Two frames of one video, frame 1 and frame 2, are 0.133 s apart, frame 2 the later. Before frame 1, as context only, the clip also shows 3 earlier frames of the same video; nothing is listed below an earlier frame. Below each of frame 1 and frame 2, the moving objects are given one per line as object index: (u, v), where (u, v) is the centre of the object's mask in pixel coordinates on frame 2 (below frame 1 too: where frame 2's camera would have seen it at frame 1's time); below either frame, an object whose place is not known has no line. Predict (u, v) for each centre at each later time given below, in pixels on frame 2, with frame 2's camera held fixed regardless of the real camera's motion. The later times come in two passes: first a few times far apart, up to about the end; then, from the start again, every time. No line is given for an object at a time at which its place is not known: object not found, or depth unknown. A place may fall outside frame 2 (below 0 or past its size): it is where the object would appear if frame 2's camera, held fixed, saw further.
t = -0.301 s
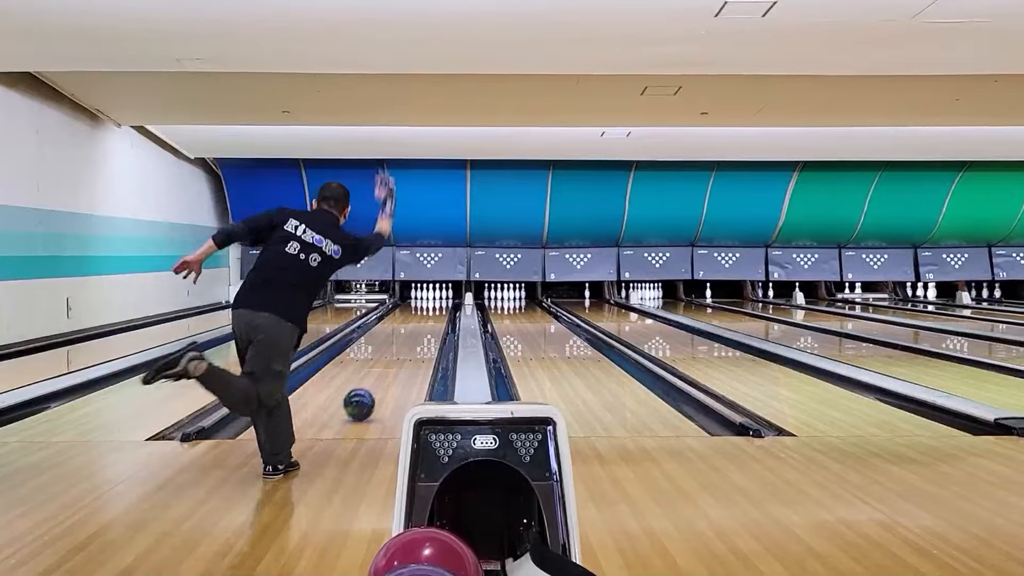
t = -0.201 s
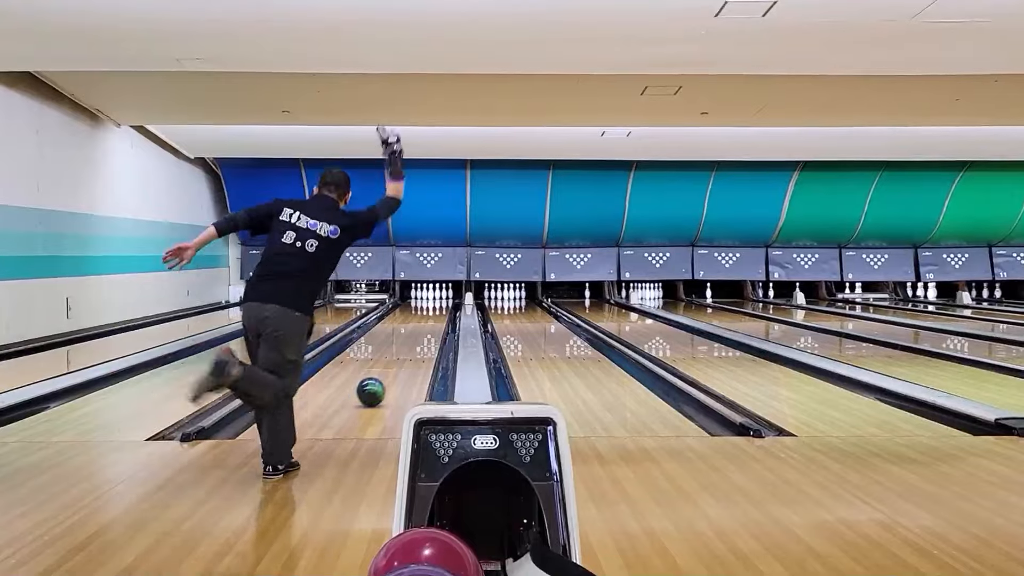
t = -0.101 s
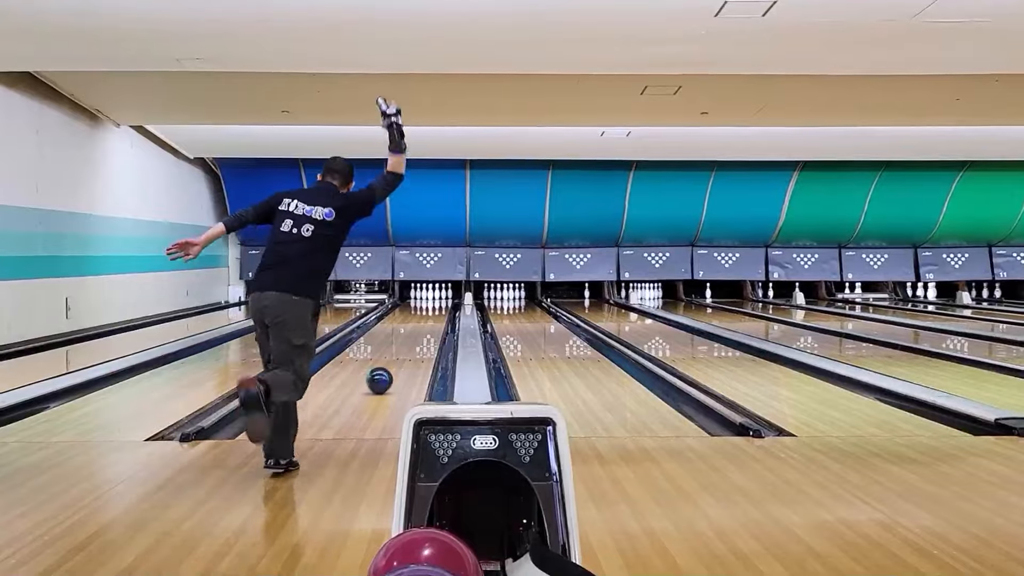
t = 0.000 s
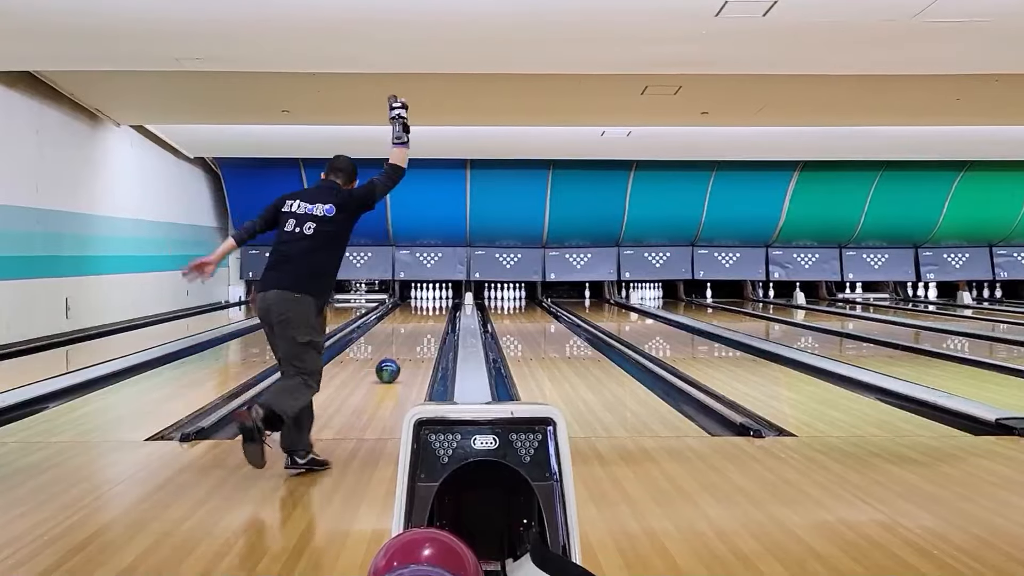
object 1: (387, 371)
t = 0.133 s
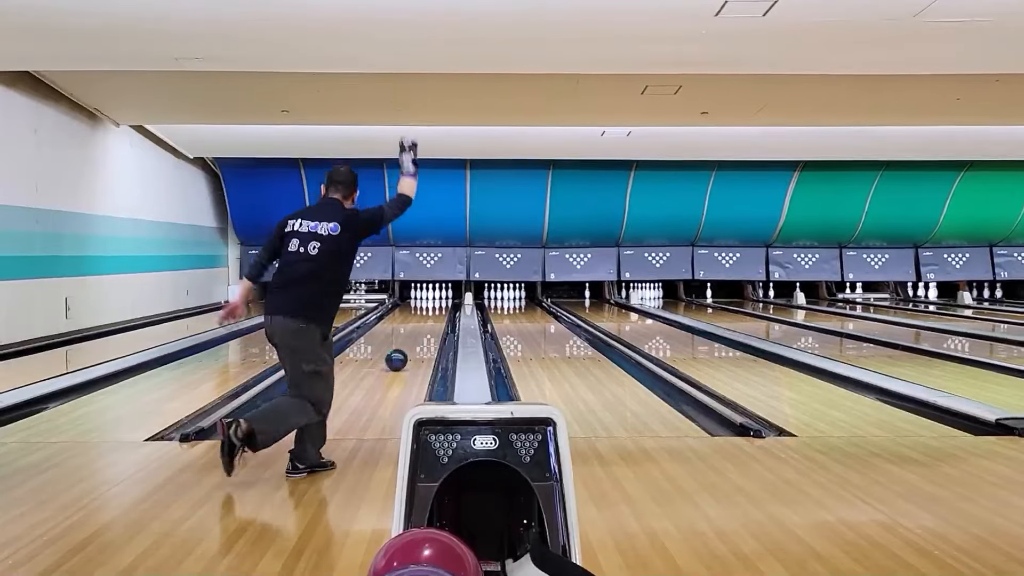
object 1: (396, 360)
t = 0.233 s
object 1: (401, 353)
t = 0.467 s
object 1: (410, 340)
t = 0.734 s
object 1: (418, 329)
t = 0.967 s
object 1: (423, 322)
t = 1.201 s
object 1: (427, 316)
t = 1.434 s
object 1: (429, 310)
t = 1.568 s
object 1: (430, 308)
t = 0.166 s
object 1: (398, 357)
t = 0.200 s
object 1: (399, 355)
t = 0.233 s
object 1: (401, 353)
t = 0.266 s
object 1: (403, 351)
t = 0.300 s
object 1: (405, 349)
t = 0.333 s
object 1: (406, 347)
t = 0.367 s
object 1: (407, 345)
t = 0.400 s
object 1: (411, 344)
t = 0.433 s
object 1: (409, 342)
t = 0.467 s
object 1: (410, 340)
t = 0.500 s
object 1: (412, 339)
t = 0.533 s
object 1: (413, 337)
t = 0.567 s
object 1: (414, 336)
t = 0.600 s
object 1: (415, 334)
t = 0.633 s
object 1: (416, 333)
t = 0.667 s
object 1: (417, 332)
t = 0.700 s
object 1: (417, 330)
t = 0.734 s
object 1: (418, 329)
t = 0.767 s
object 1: (419, 328)
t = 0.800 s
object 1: (420, 327)
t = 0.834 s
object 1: (421, 326)
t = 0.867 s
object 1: (421, 324)
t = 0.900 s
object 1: (422, 323)
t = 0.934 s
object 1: (423, 322)
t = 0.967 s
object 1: (423, 322)
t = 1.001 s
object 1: (424, 321)
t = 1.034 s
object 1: (424, 320)
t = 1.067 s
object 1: (425, 319)
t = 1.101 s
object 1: (425, 318)
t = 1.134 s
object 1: (426, 317)
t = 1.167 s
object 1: (426, 316)
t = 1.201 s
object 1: (427, 316)
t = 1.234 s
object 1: (427, 315)
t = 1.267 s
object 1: (427, 313)
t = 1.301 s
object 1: (427, 313)
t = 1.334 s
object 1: (428, 312)
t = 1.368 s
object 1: (429, 312)
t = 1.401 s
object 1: (429, 311)
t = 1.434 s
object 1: (429, 310)
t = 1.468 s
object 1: (429, 310)
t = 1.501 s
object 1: (430, 309)
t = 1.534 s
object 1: (430, 309)
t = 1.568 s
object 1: (430, 308)
